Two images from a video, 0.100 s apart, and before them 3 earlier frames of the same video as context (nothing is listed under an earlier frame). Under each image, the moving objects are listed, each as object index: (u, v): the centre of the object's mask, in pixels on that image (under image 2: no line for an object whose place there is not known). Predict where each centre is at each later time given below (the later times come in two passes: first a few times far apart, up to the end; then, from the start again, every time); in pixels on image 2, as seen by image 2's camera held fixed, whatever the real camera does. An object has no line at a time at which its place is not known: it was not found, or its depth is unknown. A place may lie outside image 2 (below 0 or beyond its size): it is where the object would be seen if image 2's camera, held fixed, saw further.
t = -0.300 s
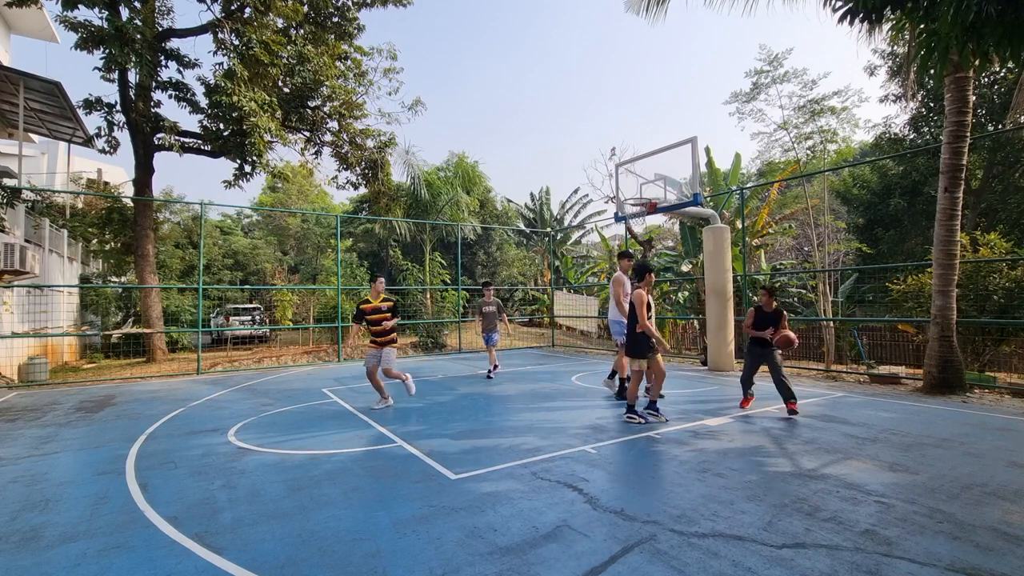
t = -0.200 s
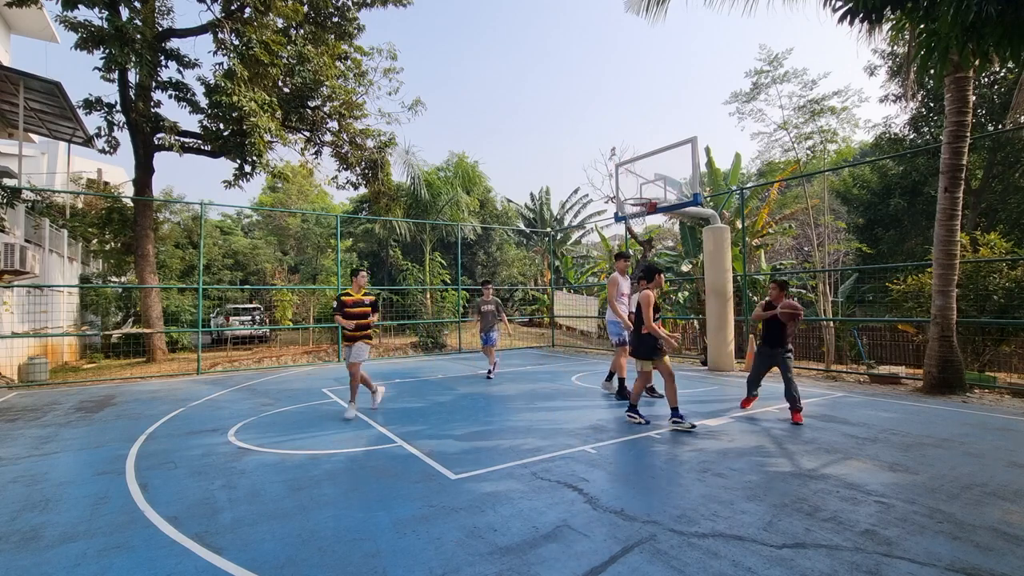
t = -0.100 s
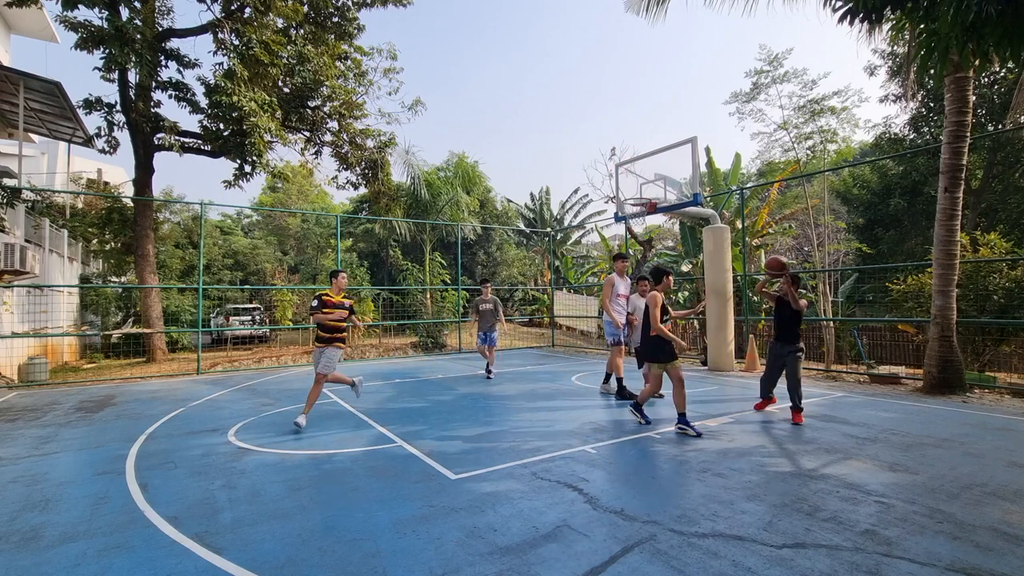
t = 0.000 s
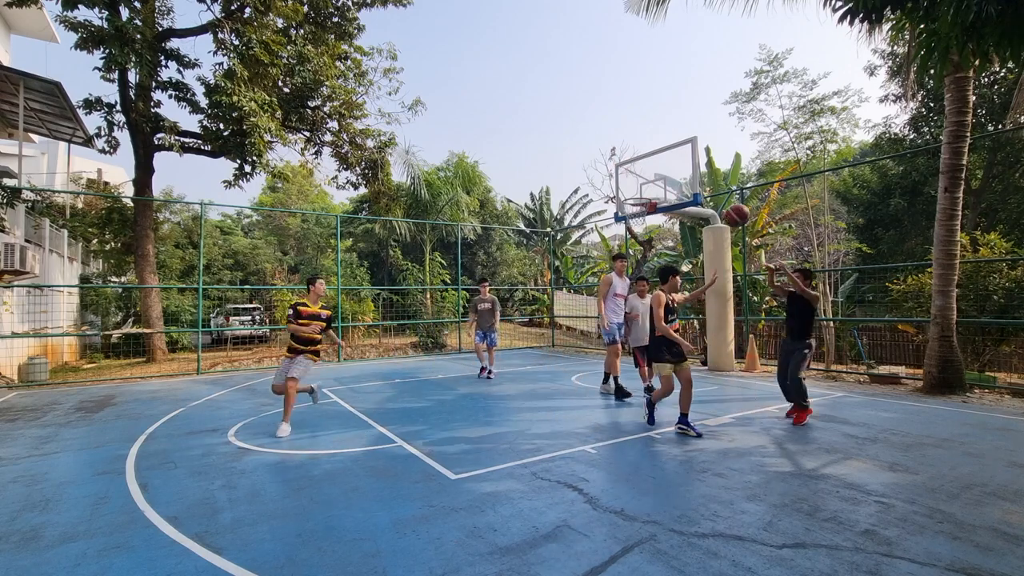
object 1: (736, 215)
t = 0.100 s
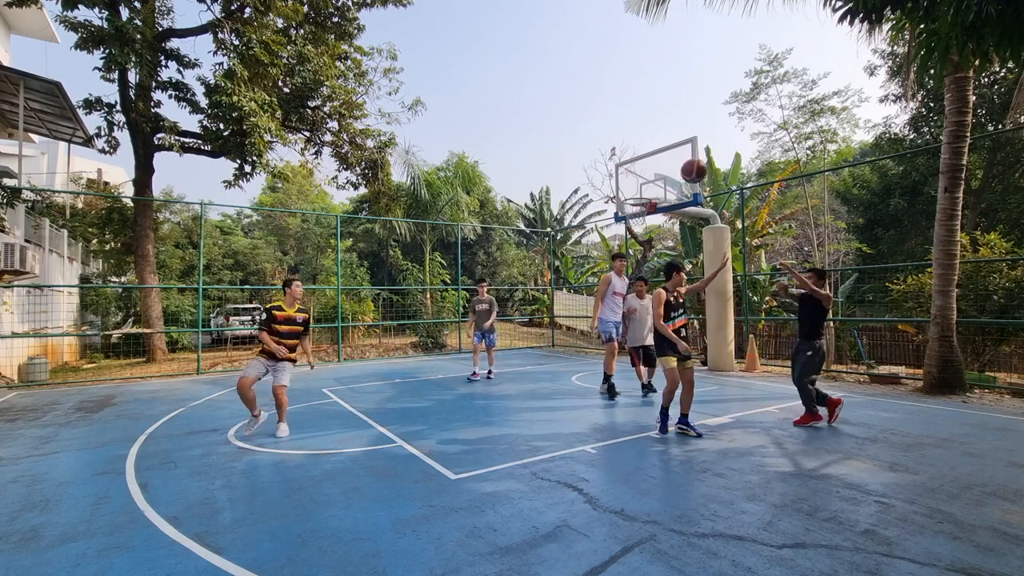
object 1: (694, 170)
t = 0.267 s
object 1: (616, 112)
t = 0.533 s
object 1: (472, 67)
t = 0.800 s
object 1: (294, 104)
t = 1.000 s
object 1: (127, 211)
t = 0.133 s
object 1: (679, 157)
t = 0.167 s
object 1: (663, 144)
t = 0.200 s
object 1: (648, 132)
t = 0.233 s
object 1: (632, 122)
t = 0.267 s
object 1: (616, 112)
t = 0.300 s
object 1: (600, 103)
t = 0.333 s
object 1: (582, 94)
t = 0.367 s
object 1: (565, 87)
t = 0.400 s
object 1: (547, 81)
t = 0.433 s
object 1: (529, 76)
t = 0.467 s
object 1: (511, 72)
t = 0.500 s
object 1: (492, 69)
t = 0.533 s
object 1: (472, 67)
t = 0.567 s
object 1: (452, 67)
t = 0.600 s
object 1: (432, 68)
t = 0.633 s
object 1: (411, 70)
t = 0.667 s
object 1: (389, 74)
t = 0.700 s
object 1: (366, 79)
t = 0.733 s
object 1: (343, 86)
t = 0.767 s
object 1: (319, 94)
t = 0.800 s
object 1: (294, 104)
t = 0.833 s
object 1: (269, 117)
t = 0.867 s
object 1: (242, 132)
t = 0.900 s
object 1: (215, 148)
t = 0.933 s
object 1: (187, 167)
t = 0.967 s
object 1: (157, 188)
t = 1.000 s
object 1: (127, 211)
